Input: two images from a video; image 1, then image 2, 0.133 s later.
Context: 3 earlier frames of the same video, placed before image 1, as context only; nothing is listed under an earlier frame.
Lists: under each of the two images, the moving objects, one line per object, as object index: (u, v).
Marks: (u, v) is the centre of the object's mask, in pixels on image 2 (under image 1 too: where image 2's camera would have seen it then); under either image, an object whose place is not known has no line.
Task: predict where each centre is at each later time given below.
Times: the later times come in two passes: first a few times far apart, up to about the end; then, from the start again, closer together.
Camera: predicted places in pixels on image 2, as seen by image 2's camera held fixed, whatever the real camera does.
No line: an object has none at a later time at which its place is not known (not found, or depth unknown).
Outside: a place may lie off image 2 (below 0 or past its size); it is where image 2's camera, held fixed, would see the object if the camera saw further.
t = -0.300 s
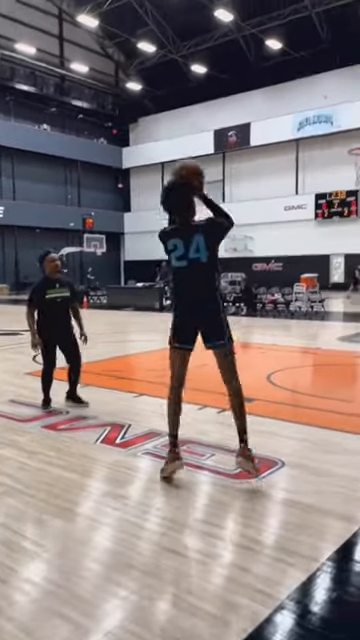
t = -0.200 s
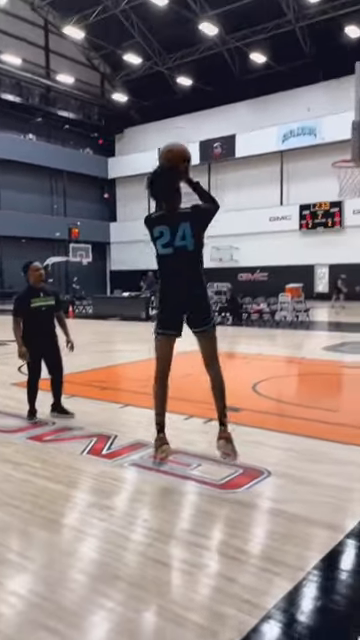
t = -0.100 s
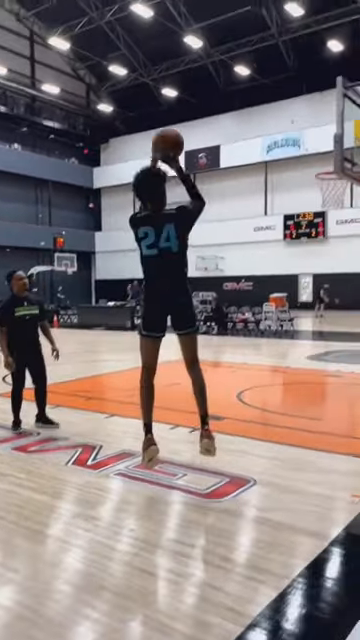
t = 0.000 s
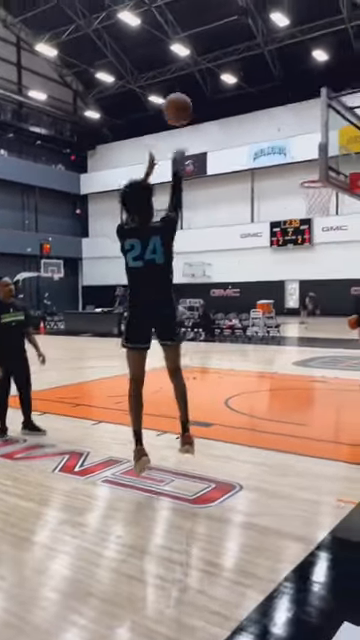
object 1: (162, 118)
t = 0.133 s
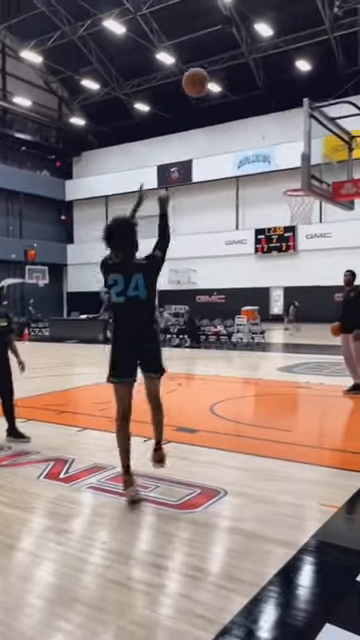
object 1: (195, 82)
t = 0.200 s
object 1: (209, 73)
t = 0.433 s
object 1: (250, 81)
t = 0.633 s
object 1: (277, 118)
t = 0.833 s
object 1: (296, 178)
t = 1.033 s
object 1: (307, 217)
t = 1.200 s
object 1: (306, 246)
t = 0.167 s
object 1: (202, 77)
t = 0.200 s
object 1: (209, 73)
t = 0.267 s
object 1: (223, 71)
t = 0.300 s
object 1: (229, 71)
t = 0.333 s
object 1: (234, 72)
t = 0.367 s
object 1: (240, 74)
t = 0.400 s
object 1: (245, 77)
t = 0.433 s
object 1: (250, 81)
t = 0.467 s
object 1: (255, 86)
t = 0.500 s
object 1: (260, 91)
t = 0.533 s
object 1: (264, 97)
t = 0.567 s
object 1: (268, 102)
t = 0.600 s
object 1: (273, 110)
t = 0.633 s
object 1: (277, 118)
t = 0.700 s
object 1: (285, 136)
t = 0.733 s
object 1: (288, 147)
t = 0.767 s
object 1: (292, 156)
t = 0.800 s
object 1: (294, 167)
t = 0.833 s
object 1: (296, 178)
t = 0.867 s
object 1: (298, 187)
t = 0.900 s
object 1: (305, 202)
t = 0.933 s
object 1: (307, 208)
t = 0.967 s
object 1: (307, 210)
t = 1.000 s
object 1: (307, 213)
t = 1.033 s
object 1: (307, 217)
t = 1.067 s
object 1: (307, 221)
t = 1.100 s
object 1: (307, 226)
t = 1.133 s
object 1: (306, 231)
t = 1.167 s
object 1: (307, 238)
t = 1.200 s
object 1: (306, 246)
